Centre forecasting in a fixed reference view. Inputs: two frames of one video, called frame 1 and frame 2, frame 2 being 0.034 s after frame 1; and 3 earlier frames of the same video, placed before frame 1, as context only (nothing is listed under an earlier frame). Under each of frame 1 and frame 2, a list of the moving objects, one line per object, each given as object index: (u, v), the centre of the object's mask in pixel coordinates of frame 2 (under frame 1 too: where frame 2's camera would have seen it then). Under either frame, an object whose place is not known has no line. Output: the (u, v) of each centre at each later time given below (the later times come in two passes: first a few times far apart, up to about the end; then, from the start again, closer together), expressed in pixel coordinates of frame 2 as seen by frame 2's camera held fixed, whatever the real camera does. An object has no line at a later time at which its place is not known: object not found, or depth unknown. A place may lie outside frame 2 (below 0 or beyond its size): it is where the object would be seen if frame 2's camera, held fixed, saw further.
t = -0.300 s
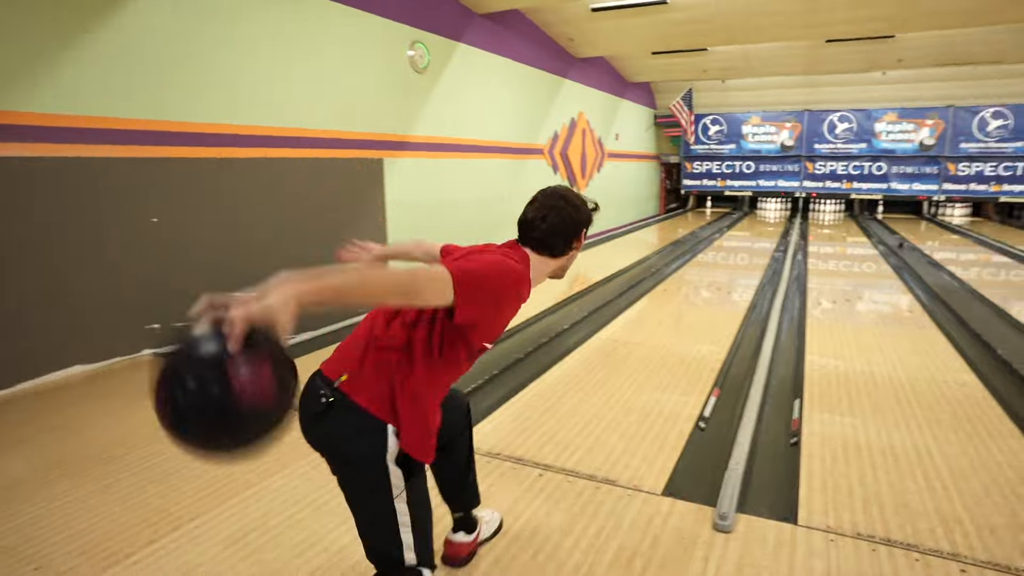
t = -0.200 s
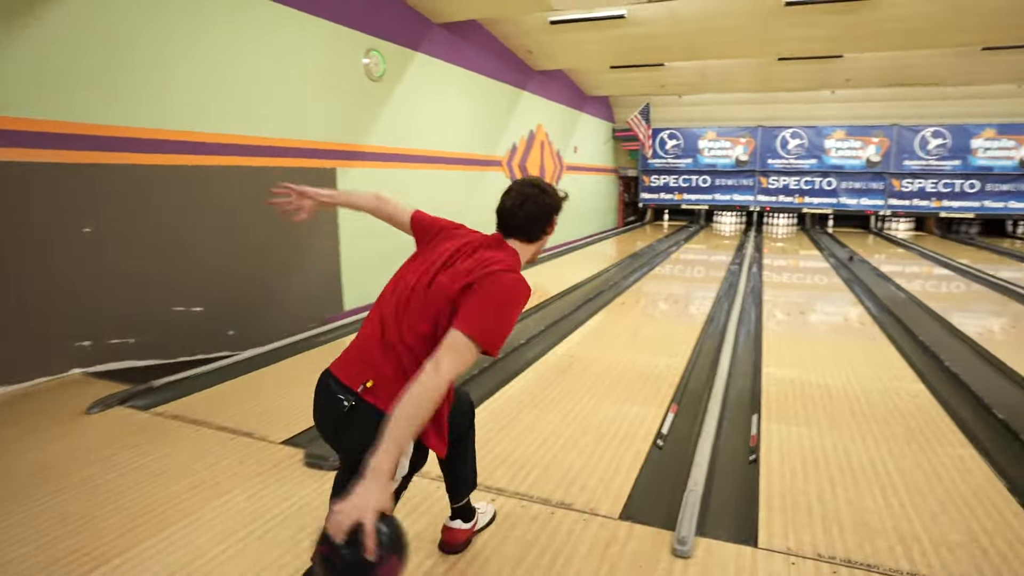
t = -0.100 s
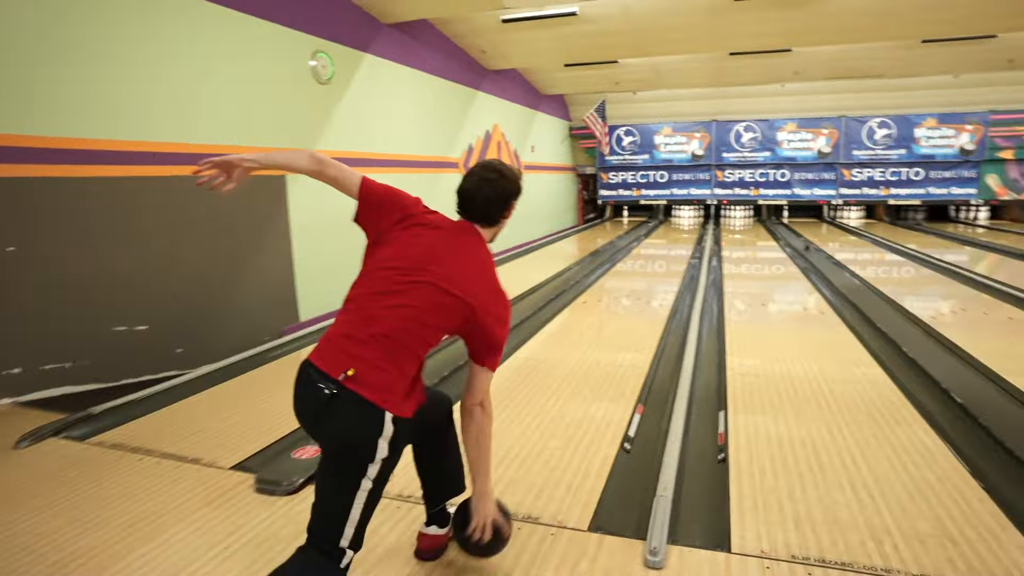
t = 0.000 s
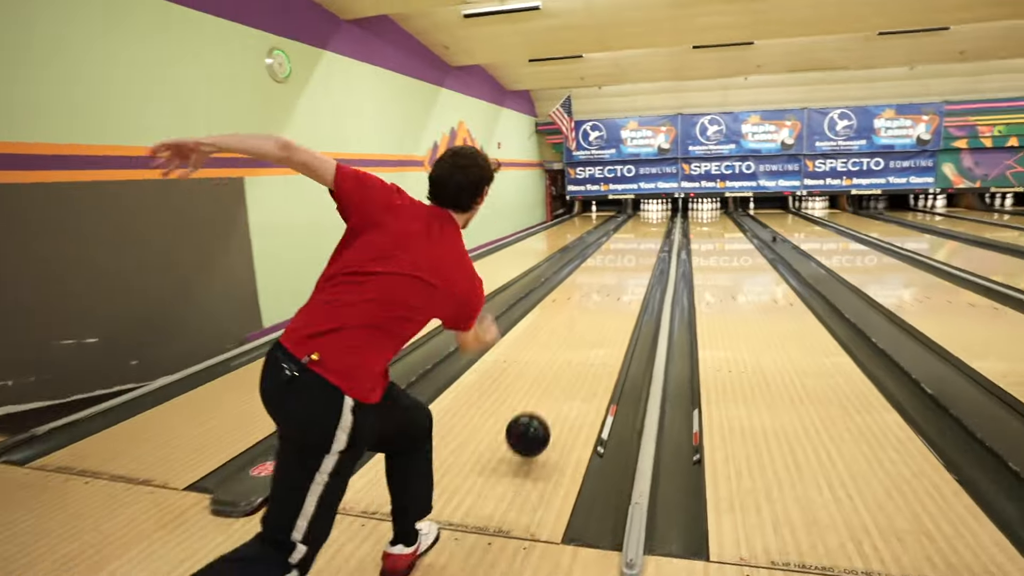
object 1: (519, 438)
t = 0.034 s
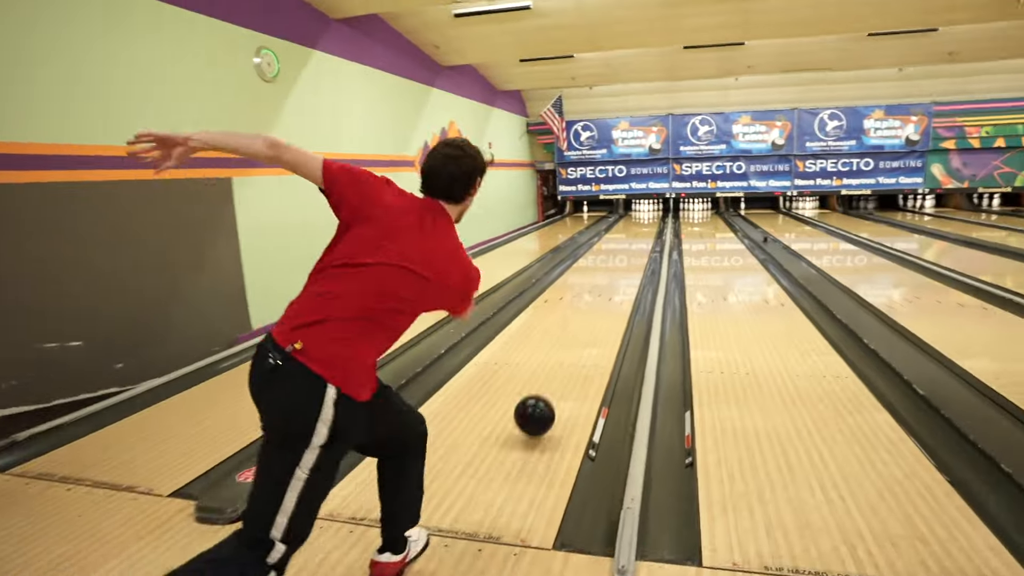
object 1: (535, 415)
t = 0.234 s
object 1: (588, 330)
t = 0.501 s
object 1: (618, 278)
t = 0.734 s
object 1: (630, 254)
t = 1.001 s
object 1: (638, 237)
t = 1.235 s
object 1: (642, 227)
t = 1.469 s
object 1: (646, 220)
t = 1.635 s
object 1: (647, 215)
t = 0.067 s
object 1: (548, 398)
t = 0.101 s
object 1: (558, 381)
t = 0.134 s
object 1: (567, 366)
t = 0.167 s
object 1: (575, 352)
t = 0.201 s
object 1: (582, 340)
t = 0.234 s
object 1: (588, 330)
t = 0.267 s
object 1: (594, 321)
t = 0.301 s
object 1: (598, 313)
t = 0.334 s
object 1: (603, 306)
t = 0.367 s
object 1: (607, 299)
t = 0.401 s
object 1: (610, 293)
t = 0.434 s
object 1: (613, 288)
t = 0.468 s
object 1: (615, 283)
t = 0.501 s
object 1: (618, 278)
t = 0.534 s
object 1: (621, 274)
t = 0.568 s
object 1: (623, 270)
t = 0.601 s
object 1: (624, 266)
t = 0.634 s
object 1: (626, 263)
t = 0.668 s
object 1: (628, 260)
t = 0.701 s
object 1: (629, 257)
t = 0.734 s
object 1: (630, 254)
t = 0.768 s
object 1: (632, 251)
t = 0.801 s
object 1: (633, 249)
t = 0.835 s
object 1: (634, 247)
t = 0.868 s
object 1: (635, 245)
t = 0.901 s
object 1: (636, 243)
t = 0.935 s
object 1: (637, 241)
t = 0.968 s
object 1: (638, 239)
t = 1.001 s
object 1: (638, 237)
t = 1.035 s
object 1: (639, 235)
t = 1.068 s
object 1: (640, 234)
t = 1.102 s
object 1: (641, 232)
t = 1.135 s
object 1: (641, 231)
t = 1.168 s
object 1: (642, 229)
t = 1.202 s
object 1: (642, 228)
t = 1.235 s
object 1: (642, 227)
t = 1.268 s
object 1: (643, 226)
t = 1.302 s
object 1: (644, 225)
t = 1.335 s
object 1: (644, 224)
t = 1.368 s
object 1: (645, 223)
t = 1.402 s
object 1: (645, 222)
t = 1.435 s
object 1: (645, 221)
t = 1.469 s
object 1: (646, 220)
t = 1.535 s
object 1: (646, 218)
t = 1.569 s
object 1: (646, 217)
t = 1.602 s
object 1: (647, 216)
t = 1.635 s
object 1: (647, 215)
